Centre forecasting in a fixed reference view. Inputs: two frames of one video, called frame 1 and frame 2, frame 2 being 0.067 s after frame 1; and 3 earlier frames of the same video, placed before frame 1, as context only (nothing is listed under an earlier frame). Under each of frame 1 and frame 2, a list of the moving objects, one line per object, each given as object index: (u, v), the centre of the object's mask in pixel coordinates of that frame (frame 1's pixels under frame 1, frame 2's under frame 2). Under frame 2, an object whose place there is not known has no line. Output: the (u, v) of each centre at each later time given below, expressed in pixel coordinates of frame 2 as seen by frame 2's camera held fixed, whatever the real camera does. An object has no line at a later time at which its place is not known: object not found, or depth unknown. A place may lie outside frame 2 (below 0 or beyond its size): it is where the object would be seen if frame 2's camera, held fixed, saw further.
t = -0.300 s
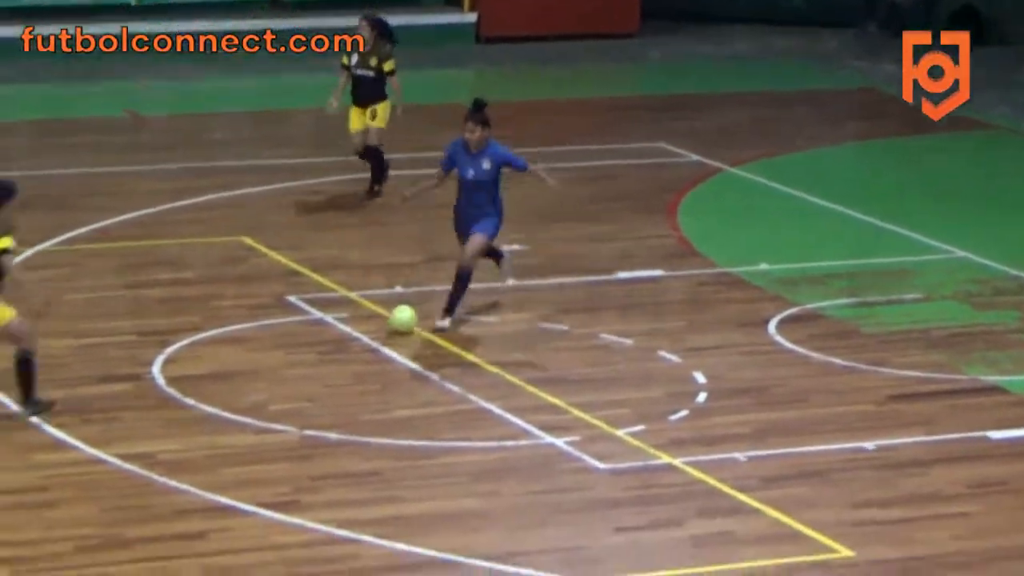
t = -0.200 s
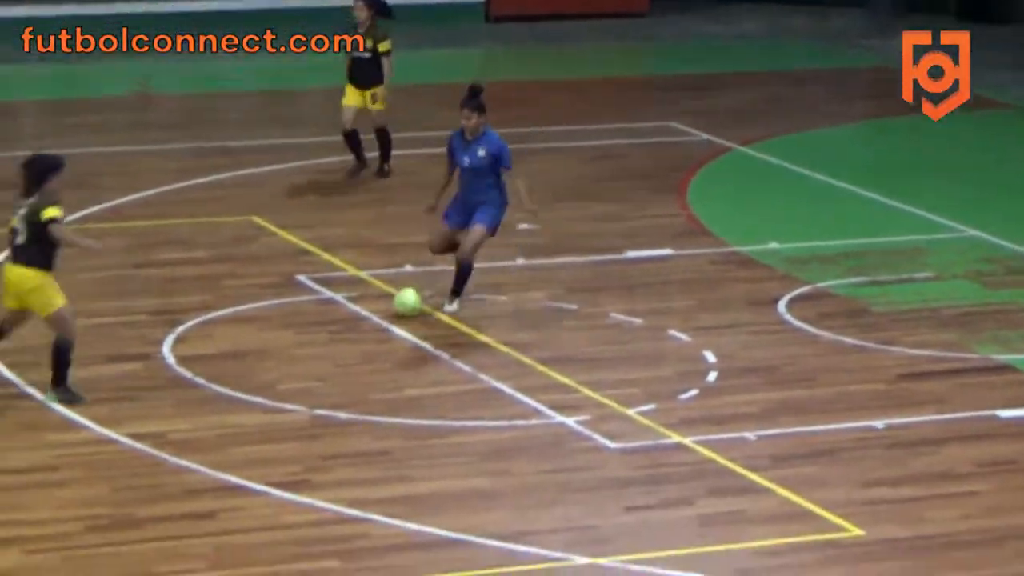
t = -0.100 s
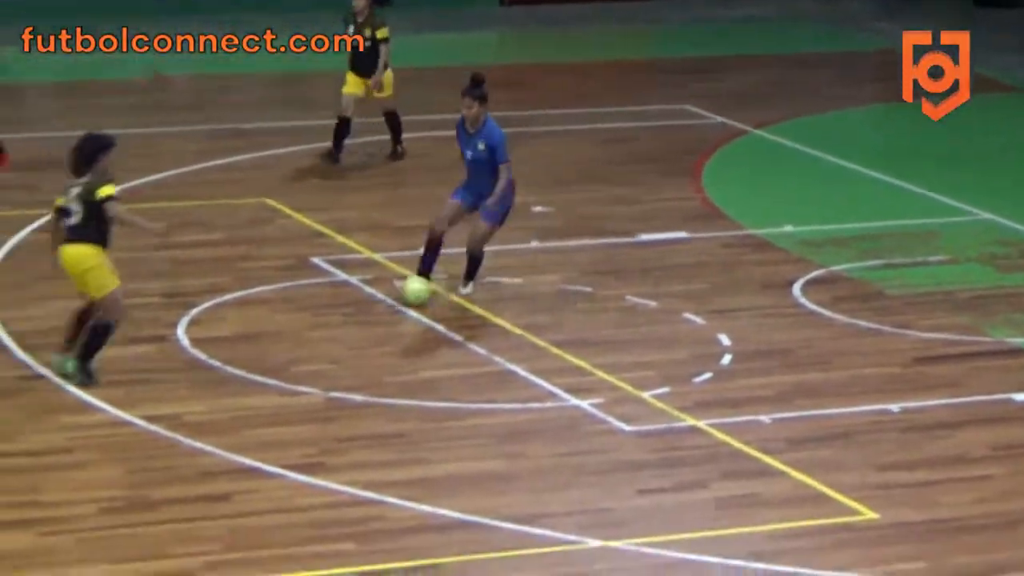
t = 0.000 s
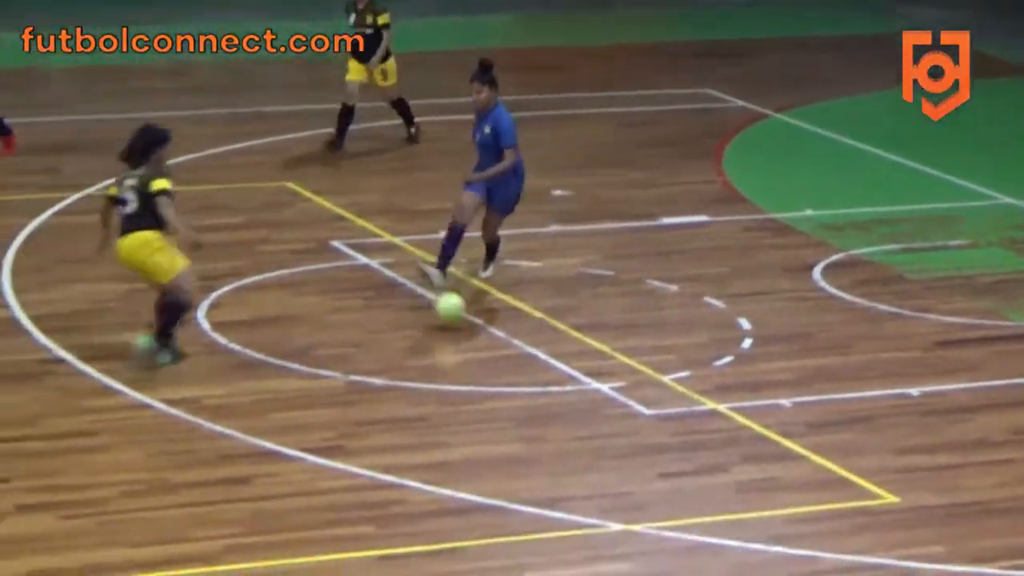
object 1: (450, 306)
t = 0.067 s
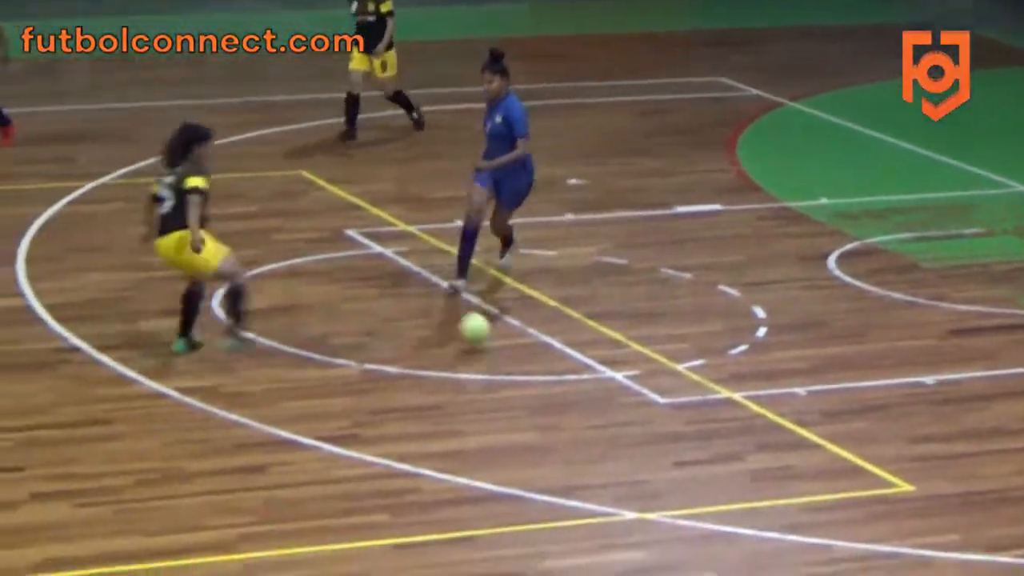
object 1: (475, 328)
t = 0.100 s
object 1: (481, 348)
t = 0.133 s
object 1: (486, 363)
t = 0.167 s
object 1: (492, 375)
